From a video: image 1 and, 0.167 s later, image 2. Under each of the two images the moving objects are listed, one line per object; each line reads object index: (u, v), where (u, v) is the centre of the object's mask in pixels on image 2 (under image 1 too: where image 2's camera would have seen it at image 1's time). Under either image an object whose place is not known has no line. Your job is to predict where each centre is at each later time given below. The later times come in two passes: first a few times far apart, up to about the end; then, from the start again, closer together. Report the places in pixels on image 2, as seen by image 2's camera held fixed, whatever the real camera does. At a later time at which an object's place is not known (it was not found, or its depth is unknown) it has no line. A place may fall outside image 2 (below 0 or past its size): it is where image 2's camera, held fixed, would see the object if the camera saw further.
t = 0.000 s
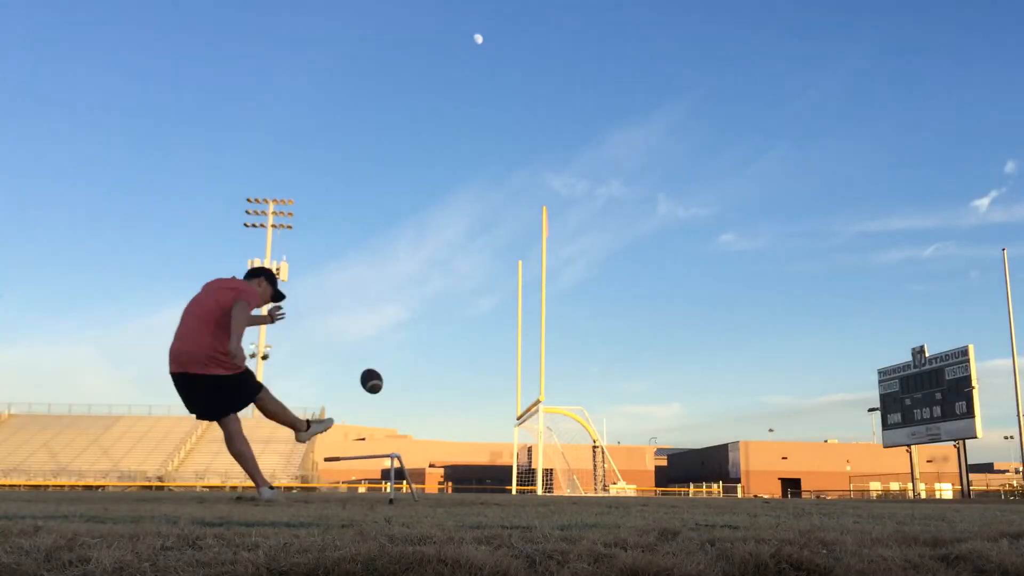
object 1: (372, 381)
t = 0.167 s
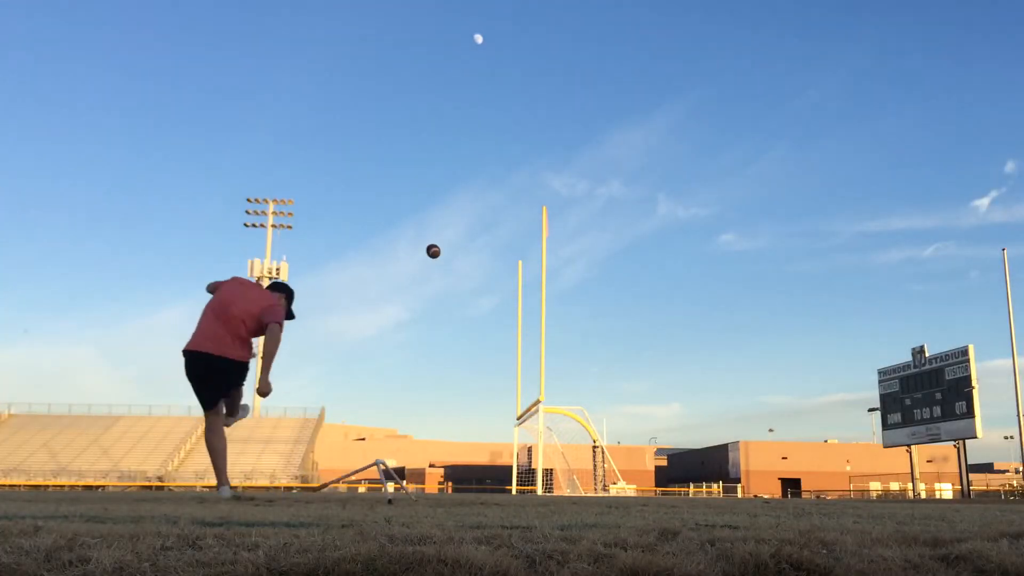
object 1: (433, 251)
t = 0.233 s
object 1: (447, 225)
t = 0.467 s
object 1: (476, 179)
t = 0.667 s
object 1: (494, 167)
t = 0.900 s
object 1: (511, 167)
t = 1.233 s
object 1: (527, 186)
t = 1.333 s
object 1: (530, 195)
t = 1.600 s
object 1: (533, 225)
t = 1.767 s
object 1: (533, 249)
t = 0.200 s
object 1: (440, 237)
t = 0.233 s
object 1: (447, 225)
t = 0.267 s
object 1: (452, 215)
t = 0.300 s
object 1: (457, 206)
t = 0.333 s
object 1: (461, 199)
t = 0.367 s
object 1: (466, 193)
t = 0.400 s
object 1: (470, 187)
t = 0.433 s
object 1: (473, 183)
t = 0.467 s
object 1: (476, 179)
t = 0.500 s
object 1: (480, 176)
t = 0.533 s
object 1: (483, 173)
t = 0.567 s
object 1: (486, 171)
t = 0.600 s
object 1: (489, 169)
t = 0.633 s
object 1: (491, 168)
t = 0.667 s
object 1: (494, 167)
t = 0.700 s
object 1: (497, 166)
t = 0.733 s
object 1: (499, 166)
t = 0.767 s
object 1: (502, 166)
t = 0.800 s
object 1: (505, 165)
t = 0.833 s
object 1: (507, 166)
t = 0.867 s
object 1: (509, 166)
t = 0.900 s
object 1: (511, 167)
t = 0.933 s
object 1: (513, 168)
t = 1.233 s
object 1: (527, 186)
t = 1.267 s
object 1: (528, 189)
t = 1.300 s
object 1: (529, 191)
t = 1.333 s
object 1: (530, 195)
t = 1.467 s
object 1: (532, 209)
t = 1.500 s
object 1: (532, 213)
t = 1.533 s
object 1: (533, 217)
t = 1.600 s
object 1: (533, 225)
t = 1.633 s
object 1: (533, 230)
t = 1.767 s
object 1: (533, 249)
